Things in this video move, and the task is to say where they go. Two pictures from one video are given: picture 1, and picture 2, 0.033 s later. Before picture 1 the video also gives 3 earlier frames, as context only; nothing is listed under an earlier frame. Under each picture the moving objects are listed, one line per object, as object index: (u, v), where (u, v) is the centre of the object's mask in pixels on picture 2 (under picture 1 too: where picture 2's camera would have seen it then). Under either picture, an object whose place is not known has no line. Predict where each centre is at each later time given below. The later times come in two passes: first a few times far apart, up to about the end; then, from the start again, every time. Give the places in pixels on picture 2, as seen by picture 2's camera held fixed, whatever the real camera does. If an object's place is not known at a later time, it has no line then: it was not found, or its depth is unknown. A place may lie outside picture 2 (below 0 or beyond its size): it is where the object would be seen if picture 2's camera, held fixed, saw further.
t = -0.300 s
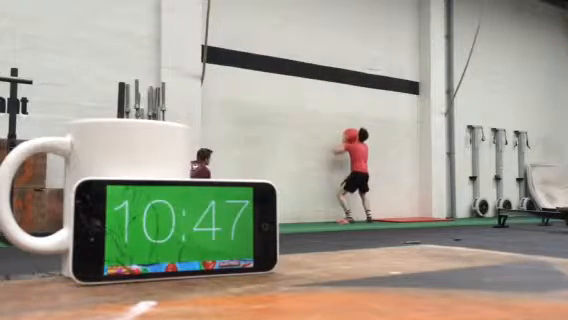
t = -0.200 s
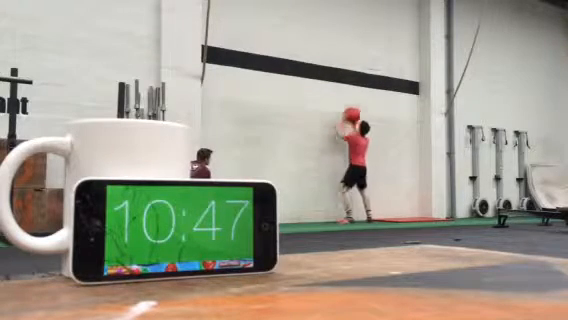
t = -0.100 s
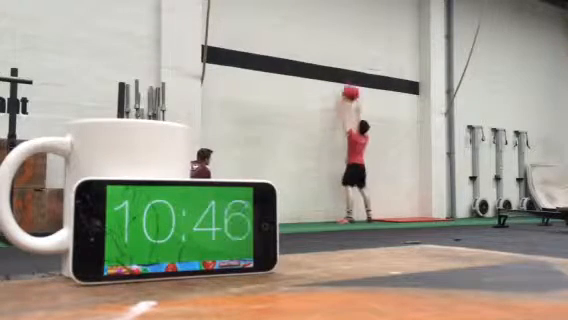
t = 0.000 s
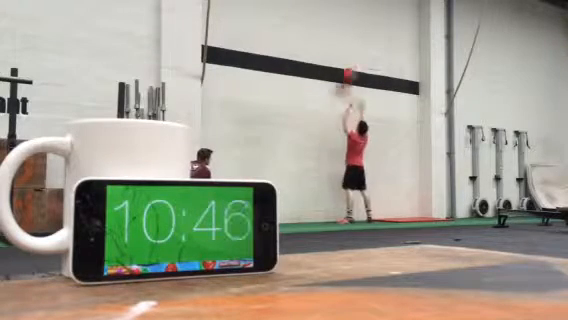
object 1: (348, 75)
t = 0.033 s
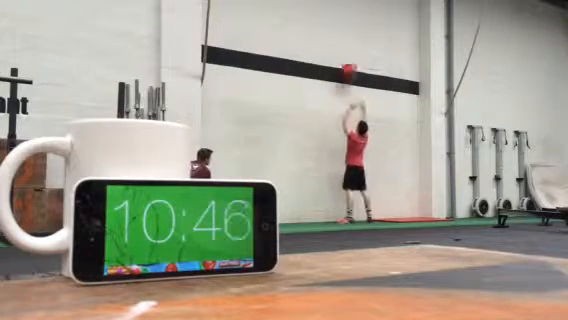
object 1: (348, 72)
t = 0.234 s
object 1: (346, 55)
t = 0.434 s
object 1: (347, 58)
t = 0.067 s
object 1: (348, 67)
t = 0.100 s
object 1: (348, 63)
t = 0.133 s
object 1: (347, 60)
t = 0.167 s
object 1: (346, 58)
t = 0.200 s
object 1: (346, 57)
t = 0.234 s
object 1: (346, 55)
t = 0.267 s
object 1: (346, 55)
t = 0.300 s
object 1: (346, 55)
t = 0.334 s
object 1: (346, 55)
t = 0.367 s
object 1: (346, 56)
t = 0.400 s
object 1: (346, 57)
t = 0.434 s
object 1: (347, 58)
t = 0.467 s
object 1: (347, 61)
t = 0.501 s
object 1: (347, 63)
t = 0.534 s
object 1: (348, 63)
